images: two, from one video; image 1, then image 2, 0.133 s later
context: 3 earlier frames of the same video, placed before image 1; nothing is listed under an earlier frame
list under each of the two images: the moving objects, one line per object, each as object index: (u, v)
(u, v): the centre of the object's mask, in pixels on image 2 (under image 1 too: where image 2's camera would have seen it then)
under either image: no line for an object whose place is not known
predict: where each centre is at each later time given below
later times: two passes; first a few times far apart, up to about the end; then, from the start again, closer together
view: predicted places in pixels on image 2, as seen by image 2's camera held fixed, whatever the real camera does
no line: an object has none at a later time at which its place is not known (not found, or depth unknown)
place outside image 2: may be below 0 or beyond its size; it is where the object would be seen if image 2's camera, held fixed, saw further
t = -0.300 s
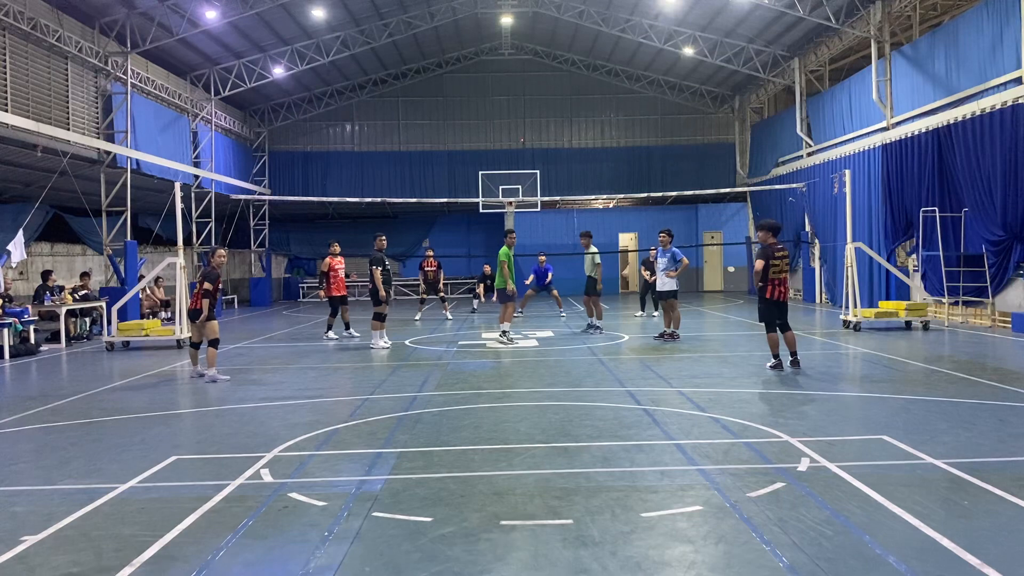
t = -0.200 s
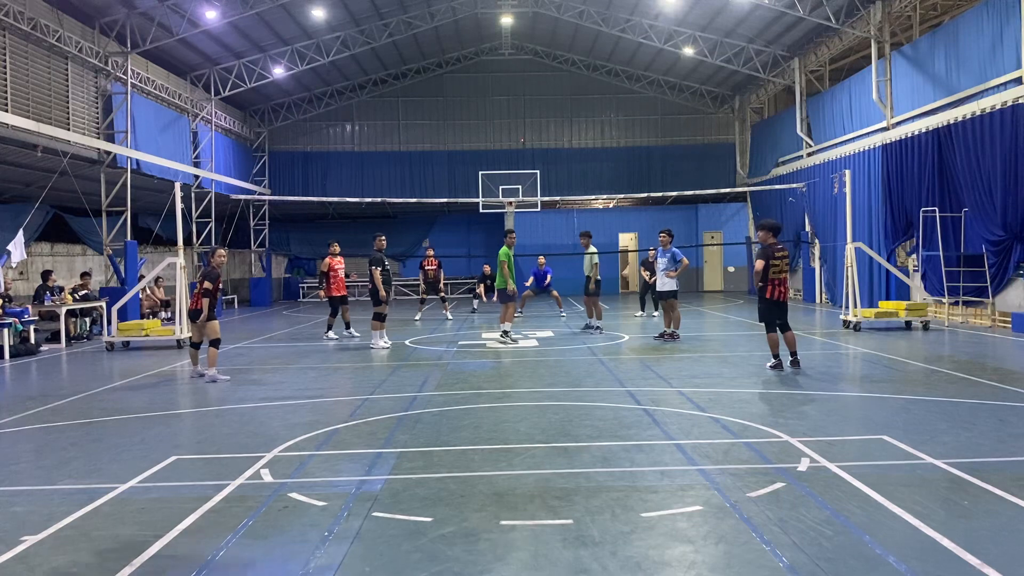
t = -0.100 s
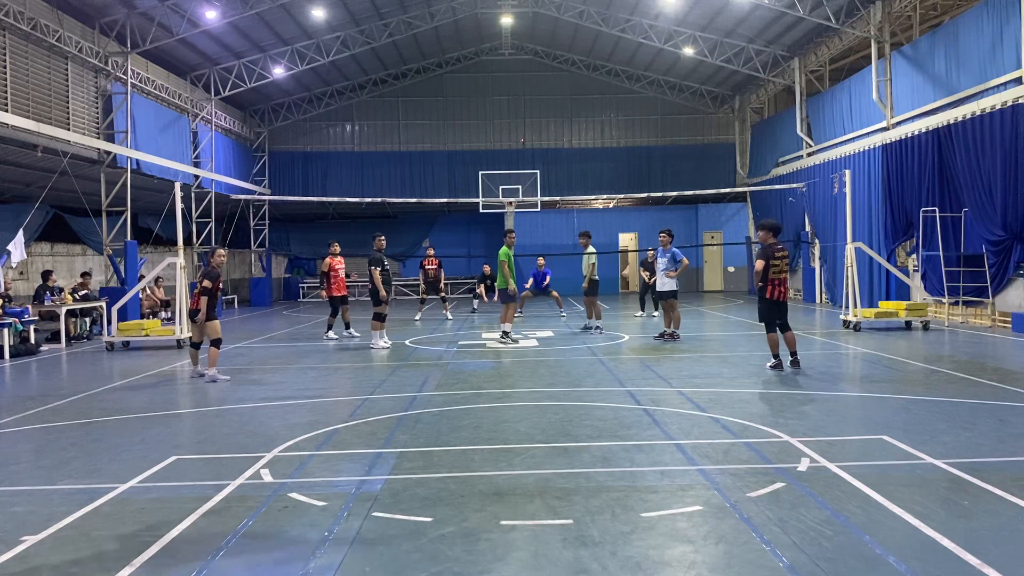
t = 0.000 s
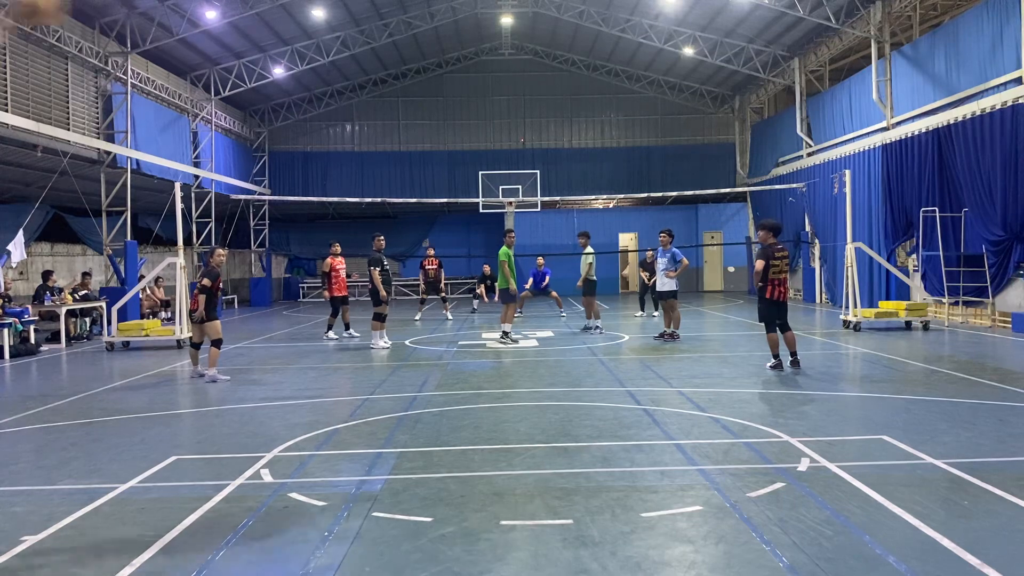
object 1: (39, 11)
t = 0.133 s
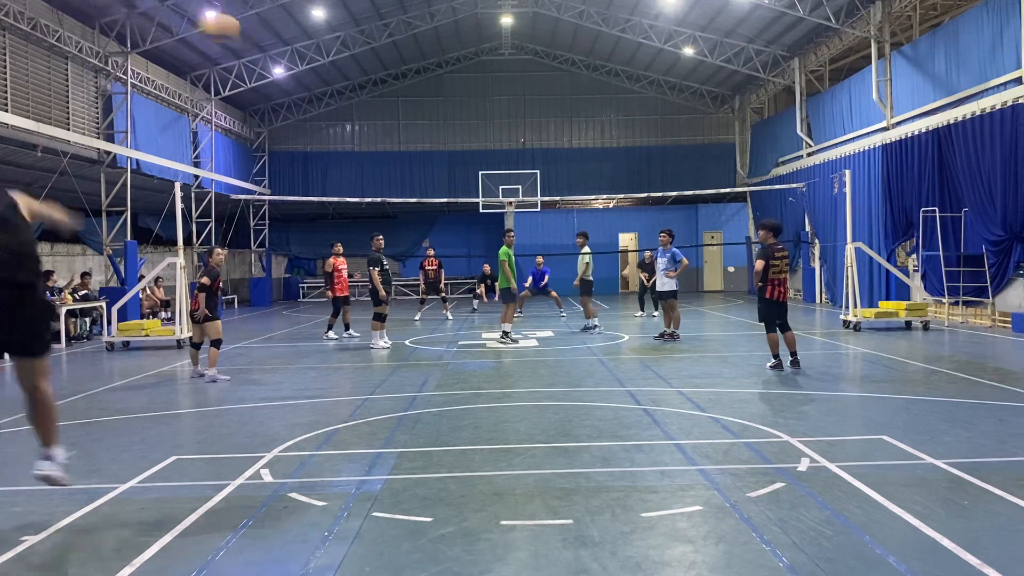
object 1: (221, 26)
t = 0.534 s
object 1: (416, 146)
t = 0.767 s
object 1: (463, 219)
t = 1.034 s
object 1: (471, 239)
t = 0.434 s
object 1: (386, 113)
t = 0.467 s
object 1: (397, 124)
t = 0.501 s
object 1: (406, 135)
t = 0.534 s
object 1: (416, 146)
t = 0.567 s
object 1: (424, 157)
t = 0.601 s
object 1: (431, 167)
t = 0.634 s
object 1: (439, 177)
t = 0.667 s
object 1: (446, 187)
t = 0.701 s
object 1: (452, 197)
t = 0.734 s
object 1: (458, 209)
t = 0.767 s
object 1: (463, 219)
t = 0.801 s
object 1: (467, 227)
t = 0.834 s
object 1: (470, 231)
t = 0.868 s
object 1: (470, 235)
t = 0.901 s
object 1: (469, 236)
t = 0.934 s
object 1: (469, 237)
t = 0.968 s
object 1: (470, 238)
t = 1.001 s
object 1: (471, 238)
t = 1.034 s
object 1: (471, 239)
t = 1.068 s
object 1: (472, 240)
